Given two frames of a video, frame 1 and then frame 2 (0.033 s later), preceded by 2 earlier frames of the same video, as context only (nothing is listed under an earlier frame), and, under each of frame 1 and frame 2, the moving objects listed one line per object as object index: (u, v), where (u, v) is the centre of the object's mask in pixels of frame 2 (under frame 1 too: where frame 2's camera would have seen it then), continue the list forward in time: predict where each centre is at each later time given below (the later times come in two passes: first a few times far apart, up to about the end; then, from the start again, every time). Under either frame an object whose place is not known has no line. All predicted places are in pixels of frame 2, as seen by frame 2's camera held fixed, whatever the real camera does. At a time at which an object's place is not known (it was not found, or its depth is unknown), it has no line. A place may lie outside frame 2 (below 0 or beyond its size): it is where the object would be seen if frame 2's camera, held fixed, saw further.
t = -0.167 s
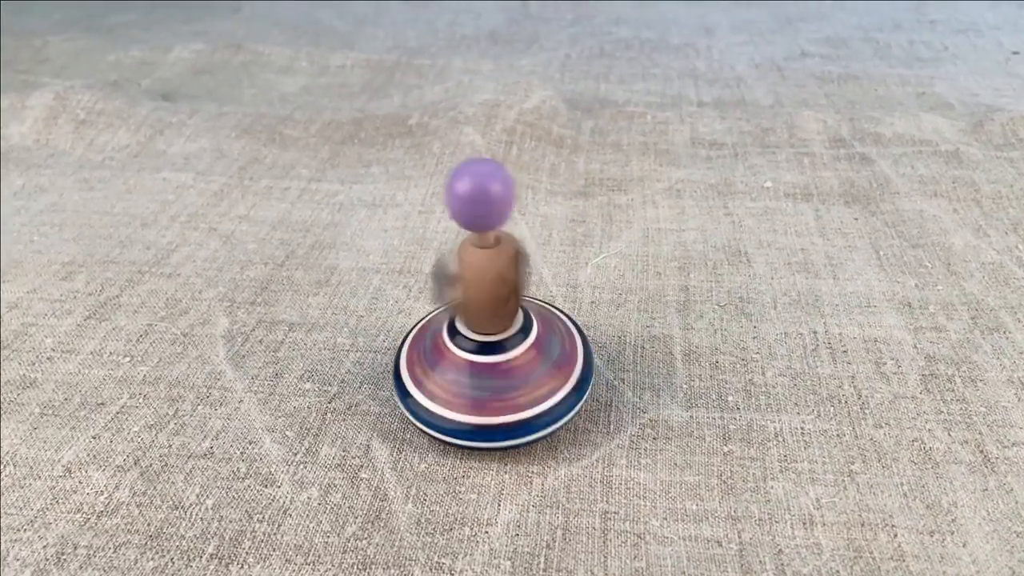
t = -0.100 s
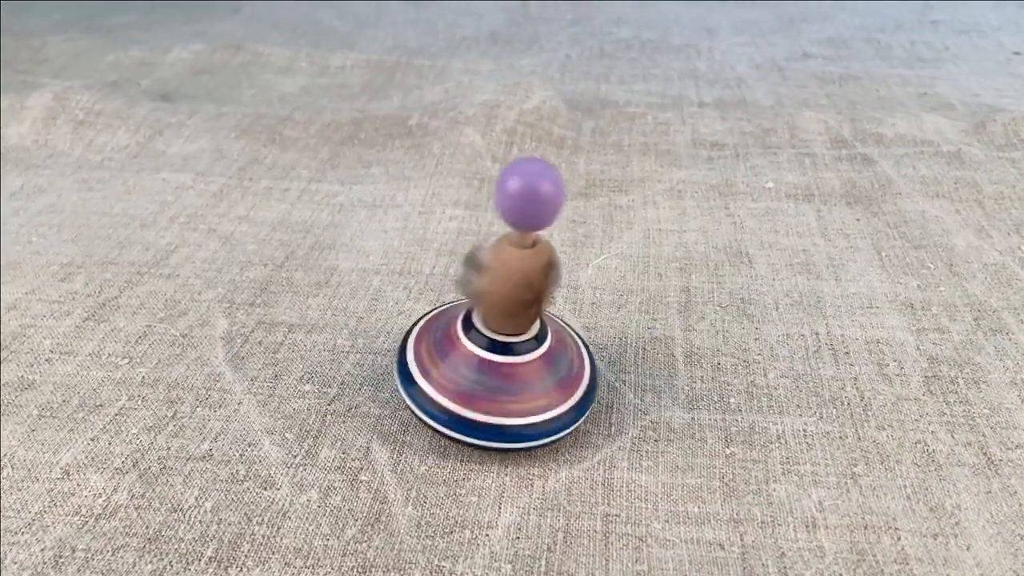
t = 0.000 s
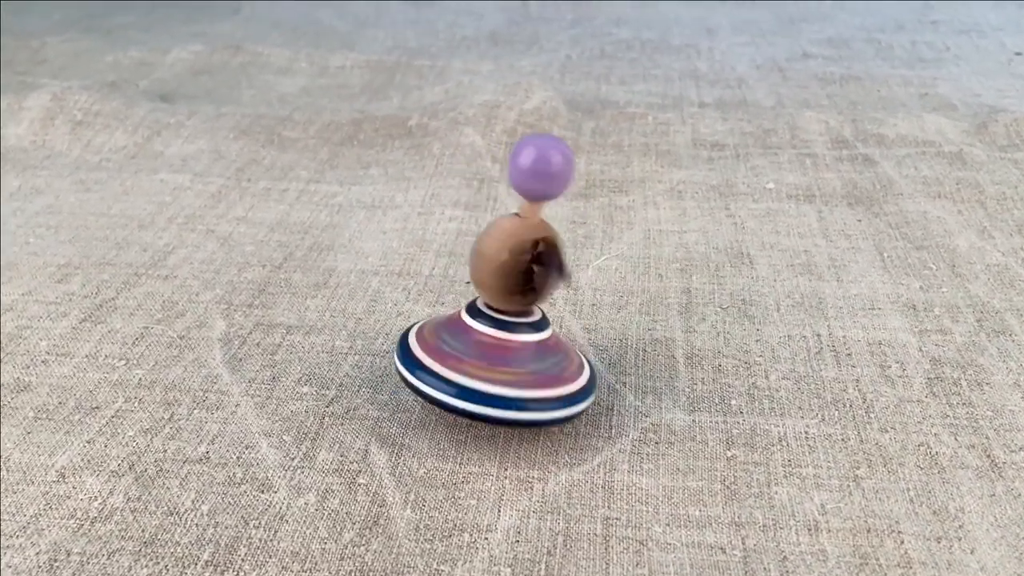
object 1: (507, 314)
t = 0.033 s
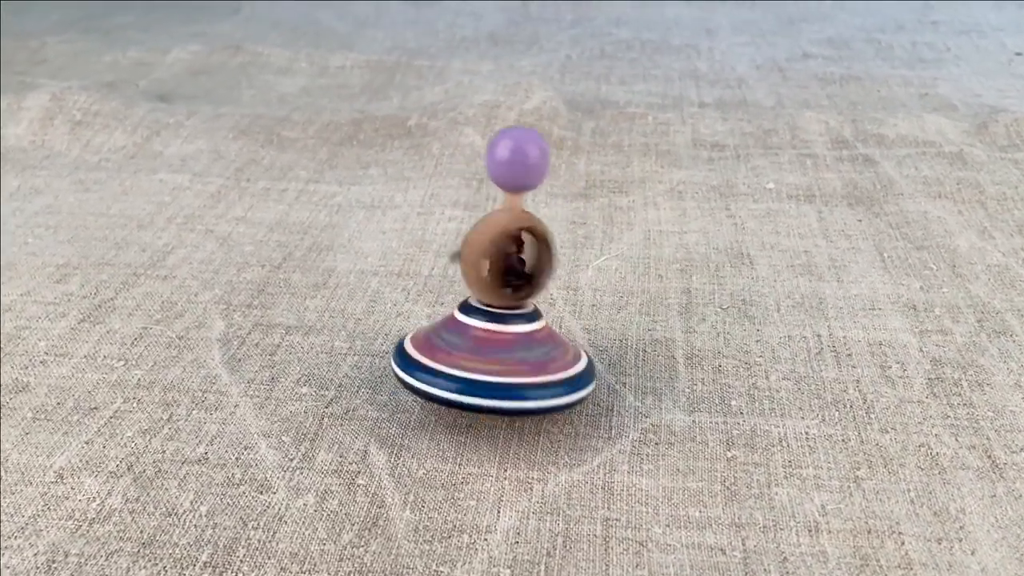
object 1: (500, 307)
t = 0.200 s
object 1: (468, 326)
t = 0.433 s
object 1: (501, 324)
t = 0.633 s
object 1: (458, 311)
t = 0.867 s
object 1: (495, 341)
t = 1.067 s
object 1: (497, 307)
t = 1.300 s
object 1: (467, 328)
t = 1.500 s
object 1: (480, 345)
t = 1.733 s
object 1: (481, 342)
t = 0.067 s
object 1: (491, 302)
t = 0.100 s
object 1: (478, 304)
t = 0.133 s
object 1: (470, 310)
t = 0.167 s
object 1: (466, 319)
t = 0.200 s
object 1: (468, 326)
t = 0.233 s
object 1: (471, 334)
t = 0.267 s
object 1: (477, 340)
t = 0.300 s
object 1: (484, 343)
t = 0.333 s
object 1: (493, 345)
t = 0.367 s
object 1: (499, 337)
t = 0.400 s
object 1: (500, 331)
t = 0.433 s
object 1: (501, 324)
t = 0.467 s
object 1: (498, 318)
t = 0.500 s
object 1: (493, 313)
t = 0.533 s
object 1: (487, 309)
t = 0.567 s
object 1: (479, 306)
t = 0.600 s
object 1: (468, 305)
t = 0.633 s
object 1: (458, 311)
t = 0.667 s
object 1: (454, 320)
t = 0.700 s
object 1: (456, 325)
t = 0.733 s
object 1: (465, 329)
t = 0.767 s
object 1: (472, 333)
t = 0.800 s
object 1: (479, 334)
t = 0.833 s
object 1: (485, 338)
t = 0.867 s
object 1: (495, 341)
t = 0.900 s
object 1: (504, 338)
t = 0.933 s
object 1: (510, 331)
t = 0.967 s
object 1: (513, 323)
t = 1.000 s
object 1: (510, 316)
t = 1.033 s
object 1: (506, 310)
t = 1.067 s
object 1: (497, 307)
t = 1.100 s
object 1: (489, 305)
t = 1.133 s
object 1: (479, 305)
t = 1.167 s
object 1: (469, 308)
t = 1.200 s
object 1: (468, 316)
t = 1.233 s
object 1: (465, 319)
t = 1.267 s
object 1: (463, 324)
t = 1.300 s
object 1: (467, 328)
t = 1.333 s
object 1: (469, 333)
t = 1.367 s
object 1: (469, 338)
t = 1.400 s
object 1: (472, 339)
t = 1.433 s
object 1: (475, 344)
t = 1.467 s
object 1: (477, 345)
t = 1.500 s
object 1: (480, 345)
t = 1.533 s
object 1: (482, 345)
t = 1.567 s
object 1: (482, 344)
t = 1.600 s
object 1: (483, 345)
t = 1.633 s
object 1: (483, 340)
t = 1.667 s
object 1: (481, 341)
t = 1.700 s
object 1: (482, 340)
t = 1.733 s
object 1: (481, 342)
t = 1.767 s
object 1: (478, 339)
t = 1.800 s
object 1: (473, 344)
